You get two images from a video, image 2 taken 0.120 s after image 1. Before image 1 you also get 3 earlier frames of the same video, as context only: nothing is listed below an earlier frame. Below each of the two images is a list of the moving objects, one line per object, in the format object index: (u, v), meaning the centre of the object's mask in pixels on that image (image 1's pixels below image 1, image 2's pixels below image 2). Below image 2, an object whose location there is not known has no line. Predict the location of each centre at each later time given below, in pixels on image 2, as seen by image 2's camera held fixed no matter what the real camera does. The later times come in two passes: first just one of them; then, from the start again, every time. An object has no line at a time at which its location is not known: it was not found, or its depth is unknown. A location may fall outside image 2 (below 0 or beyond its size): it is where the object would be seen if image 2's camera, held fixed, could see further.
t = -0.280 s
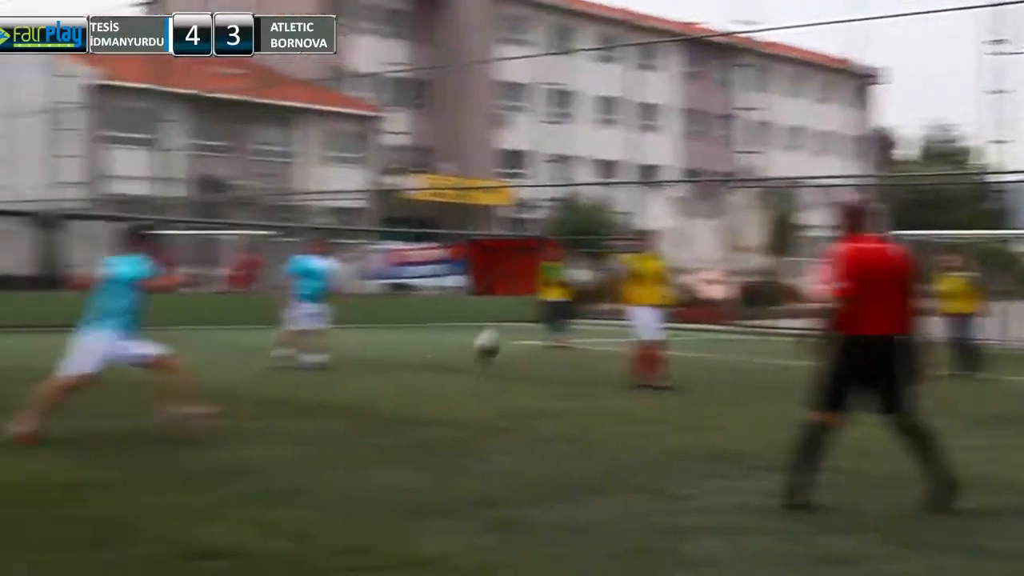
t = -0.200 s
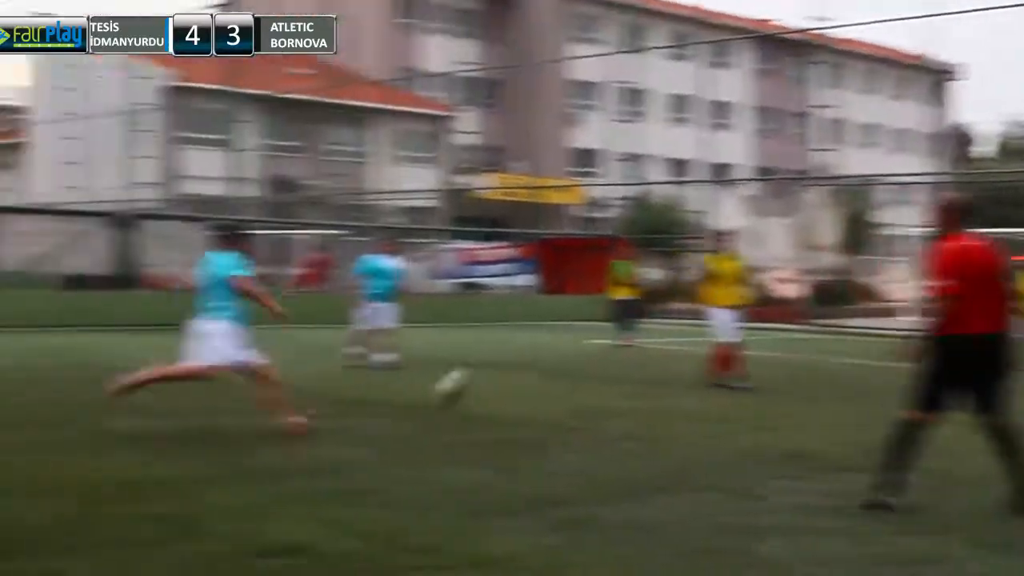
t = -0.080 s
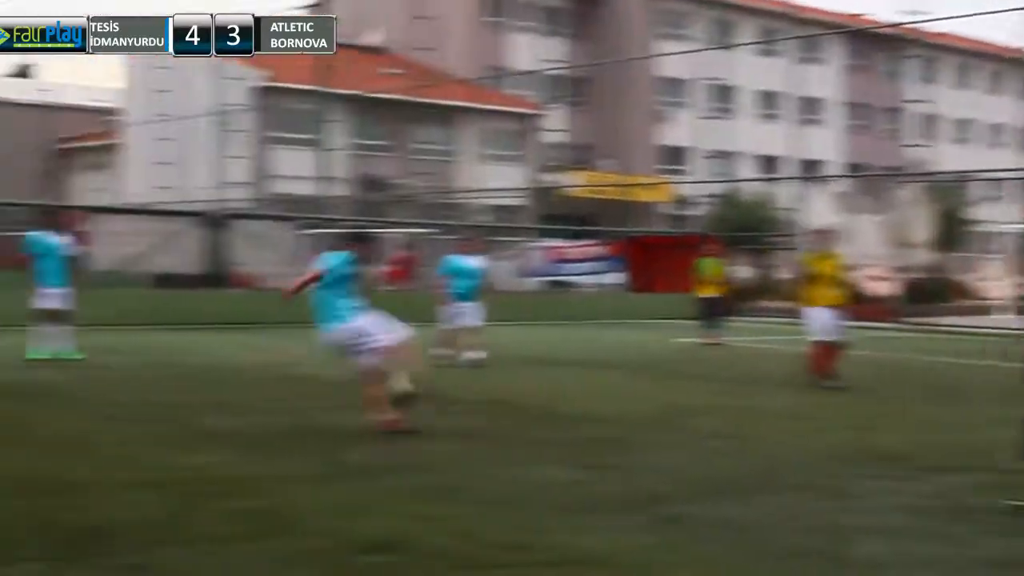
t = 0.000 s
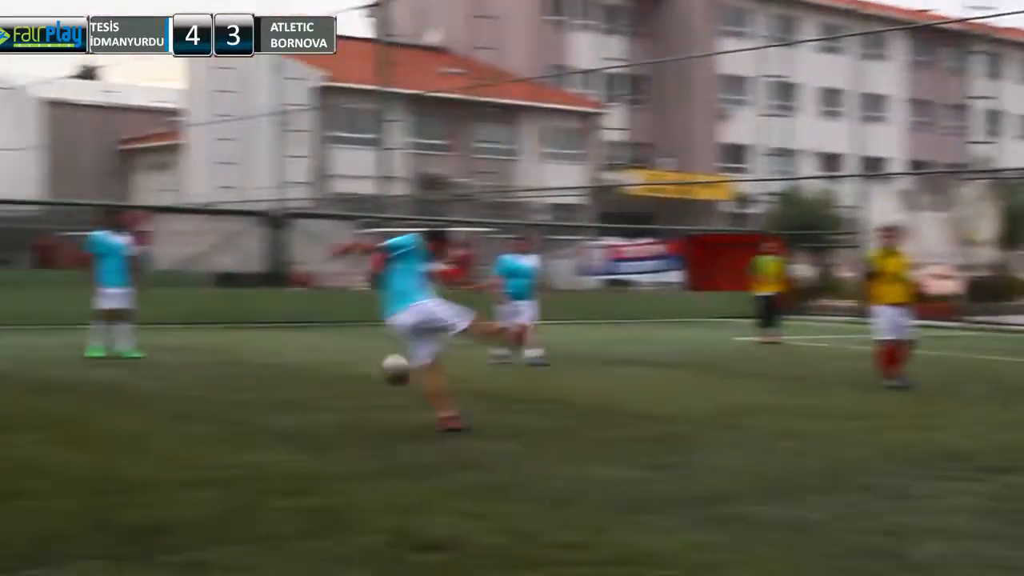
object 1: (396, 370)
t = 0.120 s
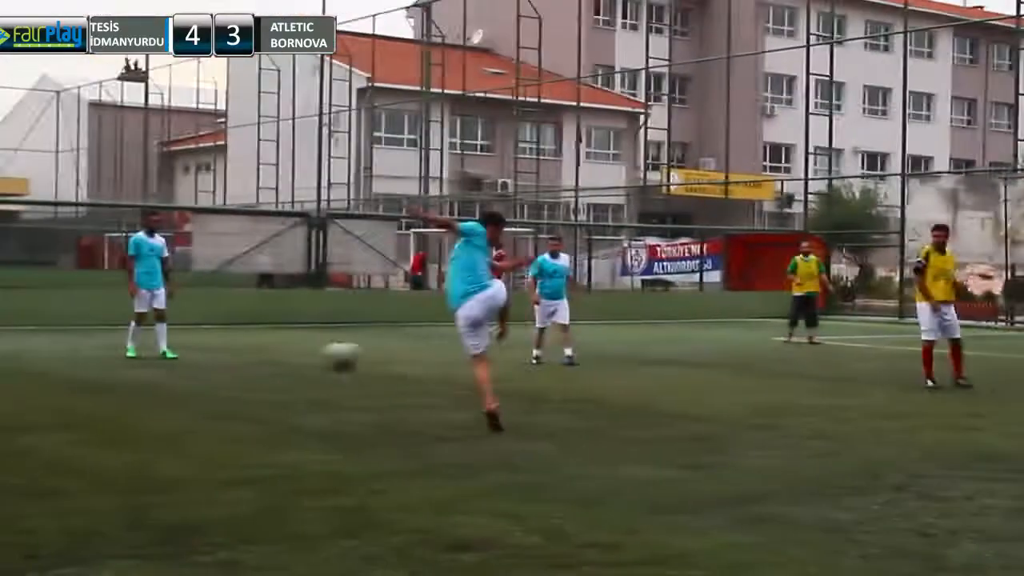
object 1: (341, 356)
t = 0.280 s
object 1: (219, 370)
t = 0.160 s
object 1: (312, 356)
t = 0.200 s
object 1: (279, 359)
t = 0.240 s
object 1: (249, 363)
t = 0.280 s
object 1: (219, 370)
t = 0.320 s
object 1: (190, 379)
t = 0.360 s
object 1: (158, 390)
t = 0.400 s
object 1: (127, 404)
